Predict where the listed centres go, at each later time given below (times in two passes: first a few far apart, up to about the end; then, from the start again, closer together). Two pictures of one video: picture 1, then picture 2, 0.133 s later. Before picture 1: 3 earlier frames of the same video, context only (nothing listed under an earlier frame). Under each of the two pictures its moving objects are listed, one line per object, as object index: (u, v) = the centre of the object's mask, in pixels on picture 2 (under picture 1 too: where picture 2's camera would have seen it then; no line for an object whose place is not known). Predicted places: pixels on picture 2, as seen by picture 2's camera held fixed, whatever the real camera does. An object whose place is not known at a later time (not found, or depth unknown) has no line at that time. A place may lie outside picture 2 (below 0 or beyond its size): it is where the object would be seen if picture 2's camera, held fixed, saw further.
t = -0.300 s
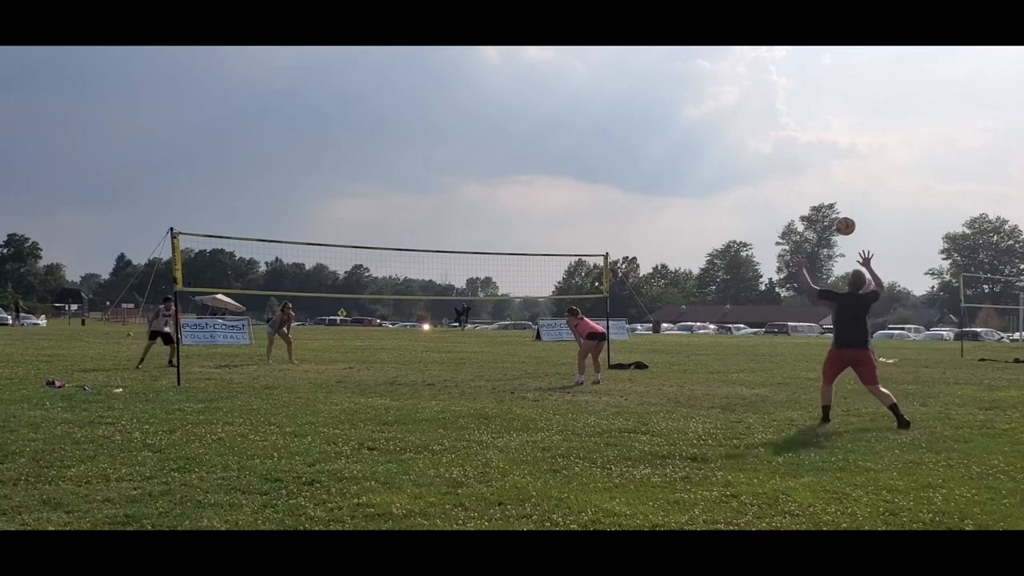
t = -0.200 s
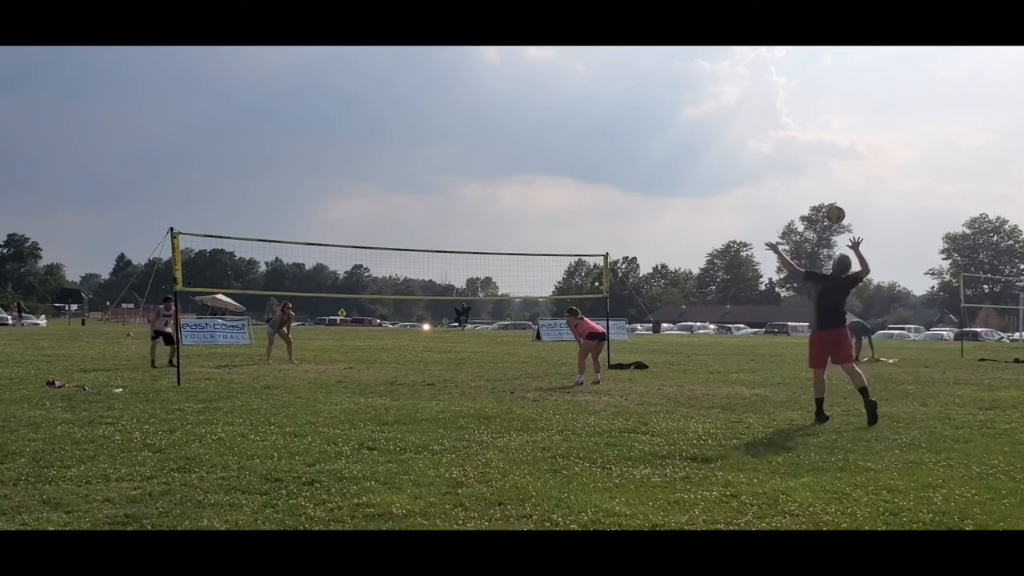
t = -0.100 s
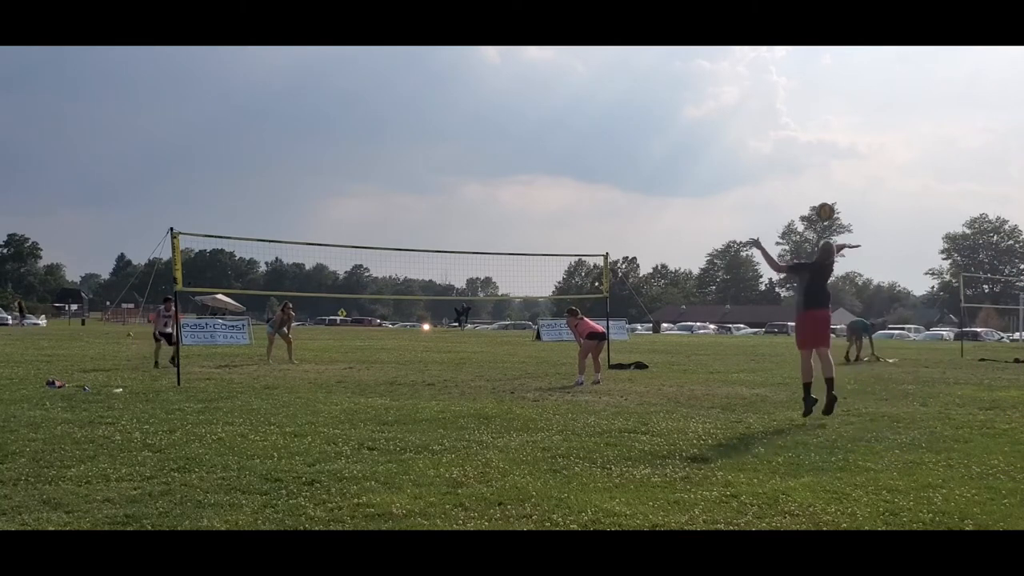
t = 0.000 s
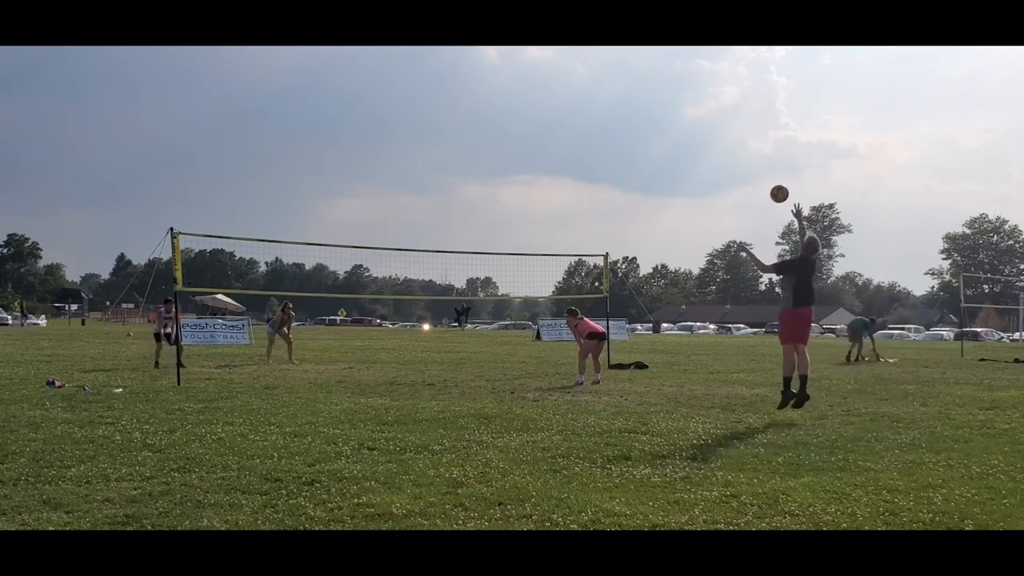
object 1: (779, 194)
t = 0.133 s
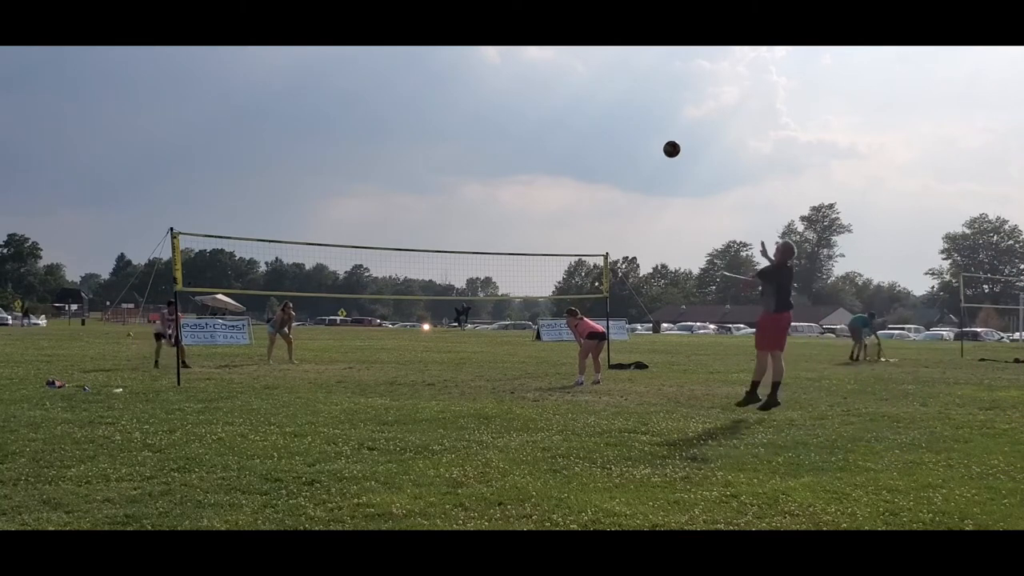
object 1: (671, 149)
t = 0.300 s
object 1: (558, 118)
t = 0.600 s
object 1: (395, 113)
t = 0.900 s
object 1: (265, 157)
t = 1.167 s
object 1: (167, 231)
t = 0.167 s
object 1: (647, 141)
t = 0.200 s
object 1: (624, 133)
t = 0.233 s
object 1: (601, 127)
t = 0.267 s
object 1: (579, 122)
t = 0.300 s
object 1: (558, 118)
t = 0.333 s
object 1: (538, 114)
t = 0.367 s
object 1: (518, 111)
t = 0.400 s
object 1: (499, 109)
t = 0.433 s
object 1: (480, 108)
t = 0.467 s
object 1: (462, 108)
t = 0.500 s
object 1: (445, 108)
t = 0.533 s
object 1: (428, 109)
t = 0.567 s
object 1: (412, 110)
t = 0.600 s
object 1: (395, 113)
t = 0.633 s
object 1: (380, 115)
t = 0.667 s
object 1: (364, 119)
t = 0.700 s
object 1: (349, 122)
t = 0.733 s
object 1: (335, 127)
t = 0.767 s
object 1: (320, 132)
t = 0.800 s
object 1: (306, 137)
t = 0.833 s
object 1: (292, 143)
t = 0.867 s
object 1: (278, 150)
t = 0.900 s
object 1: (265, 157)
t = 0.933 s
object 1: (252, 164)
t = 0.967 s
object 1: (239, 173)
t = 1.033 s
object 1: (214, 190)
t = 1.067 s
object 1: (202, 200)
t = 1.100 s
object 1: (191, 210)
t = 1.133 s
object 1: (179, 220)
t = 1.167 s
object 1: (167, 231)
